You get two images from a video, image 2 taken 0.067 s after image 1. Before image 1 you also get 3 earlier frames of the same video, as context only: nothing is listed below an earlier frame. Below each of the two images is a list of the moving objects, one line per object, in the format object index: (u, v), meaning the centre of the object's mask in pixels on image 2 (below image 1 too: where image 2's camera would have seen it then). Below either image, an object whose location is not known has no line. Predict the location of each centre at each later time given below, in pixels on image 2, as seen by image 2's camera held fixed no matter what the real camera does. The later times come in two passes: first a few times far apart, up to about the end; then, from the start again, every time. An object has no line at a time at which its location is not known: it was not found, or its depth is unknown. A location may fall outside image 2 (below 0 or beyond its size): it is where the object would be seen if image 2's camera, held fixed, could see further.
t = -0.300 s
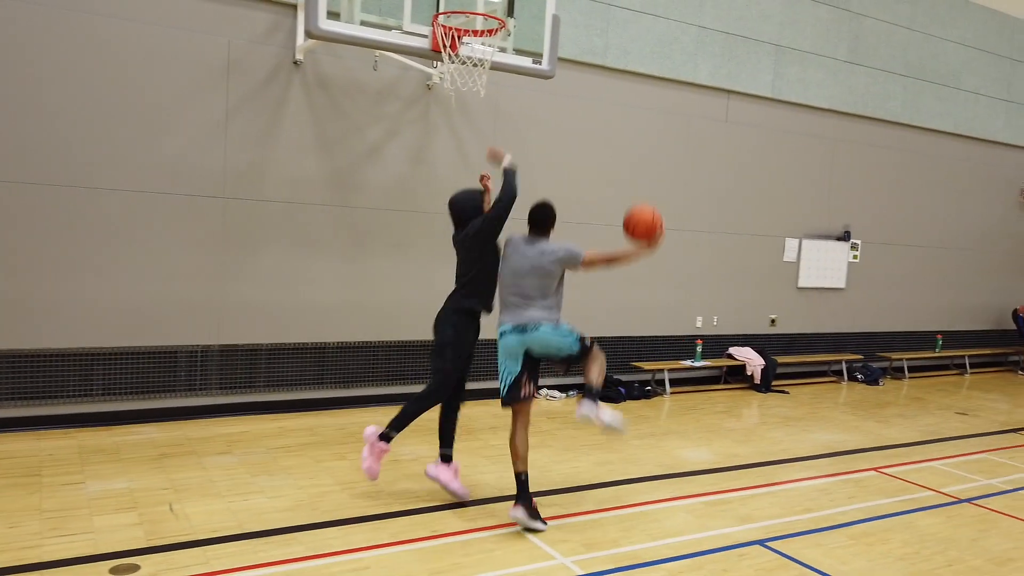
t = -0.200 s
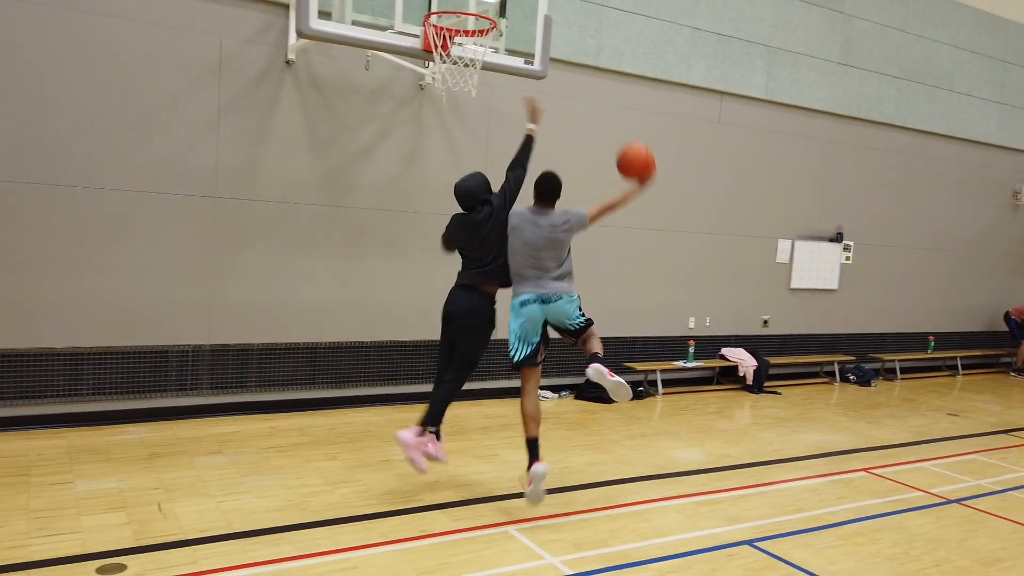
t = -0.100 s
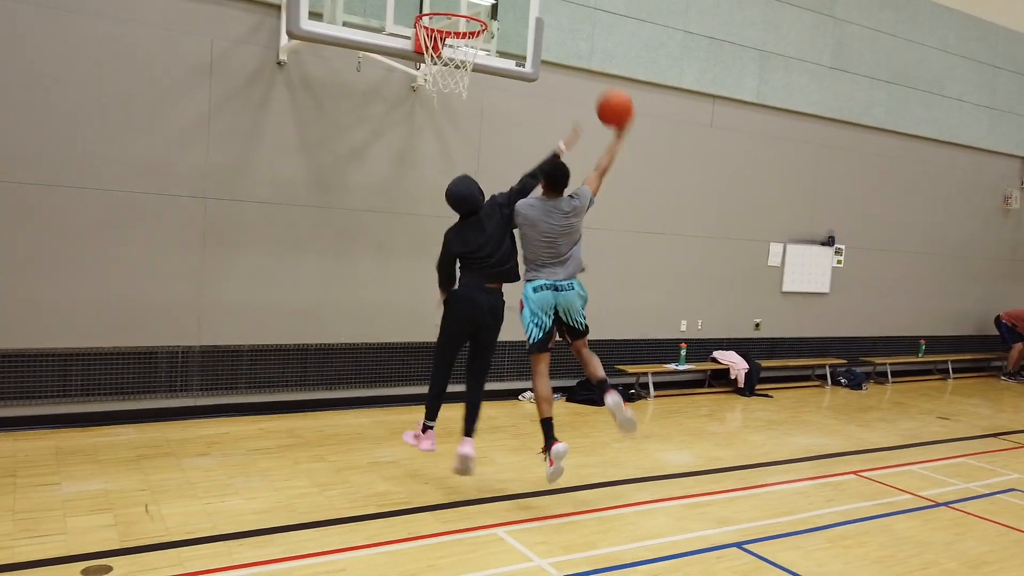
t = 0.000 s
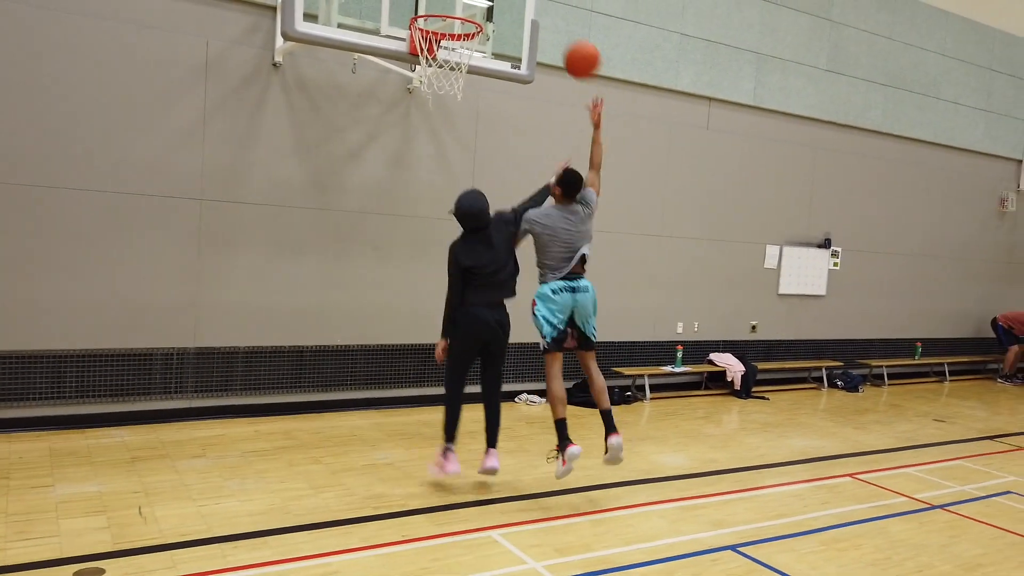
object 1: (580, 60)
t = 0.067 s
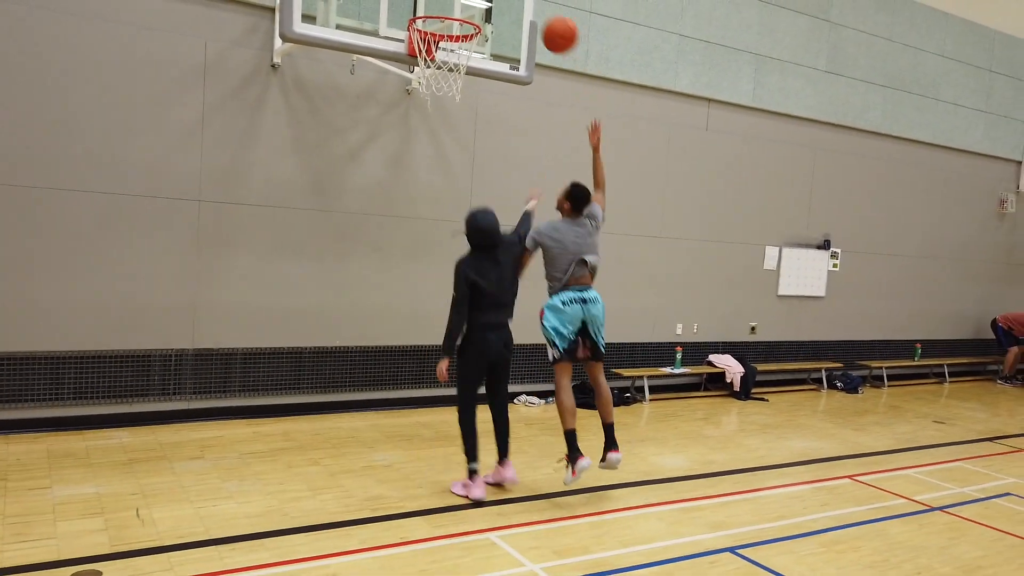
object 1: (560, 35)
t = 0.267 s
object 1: (494, -4)
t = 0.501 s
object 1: (435, 11)
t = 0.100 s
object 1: (549, 24)
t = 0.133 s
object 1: (539, 16)
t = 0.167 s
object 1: (528, 11)
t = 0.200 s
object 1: (517, 7)
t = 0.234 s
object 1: (506, 2)
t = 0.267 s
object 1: (494, -4)
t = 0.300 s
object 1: (483, -5)
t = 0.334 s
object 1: (473, -4)
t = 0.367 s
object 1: (462, -1)
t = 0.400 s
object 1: (451, 4)
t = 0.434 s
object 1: (441, 9)
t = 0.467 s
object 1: (432, 17)
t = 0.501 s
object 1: (435, 11)
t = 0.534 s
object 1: (441, 6)
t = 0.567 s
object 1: (446, 1)
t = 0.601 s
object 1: (452, -1)
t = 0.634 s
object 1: (458, -2)
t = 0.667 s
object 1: (464, -1)
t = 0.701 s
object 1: (469, -2)
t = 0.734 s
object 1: (474, -1)
